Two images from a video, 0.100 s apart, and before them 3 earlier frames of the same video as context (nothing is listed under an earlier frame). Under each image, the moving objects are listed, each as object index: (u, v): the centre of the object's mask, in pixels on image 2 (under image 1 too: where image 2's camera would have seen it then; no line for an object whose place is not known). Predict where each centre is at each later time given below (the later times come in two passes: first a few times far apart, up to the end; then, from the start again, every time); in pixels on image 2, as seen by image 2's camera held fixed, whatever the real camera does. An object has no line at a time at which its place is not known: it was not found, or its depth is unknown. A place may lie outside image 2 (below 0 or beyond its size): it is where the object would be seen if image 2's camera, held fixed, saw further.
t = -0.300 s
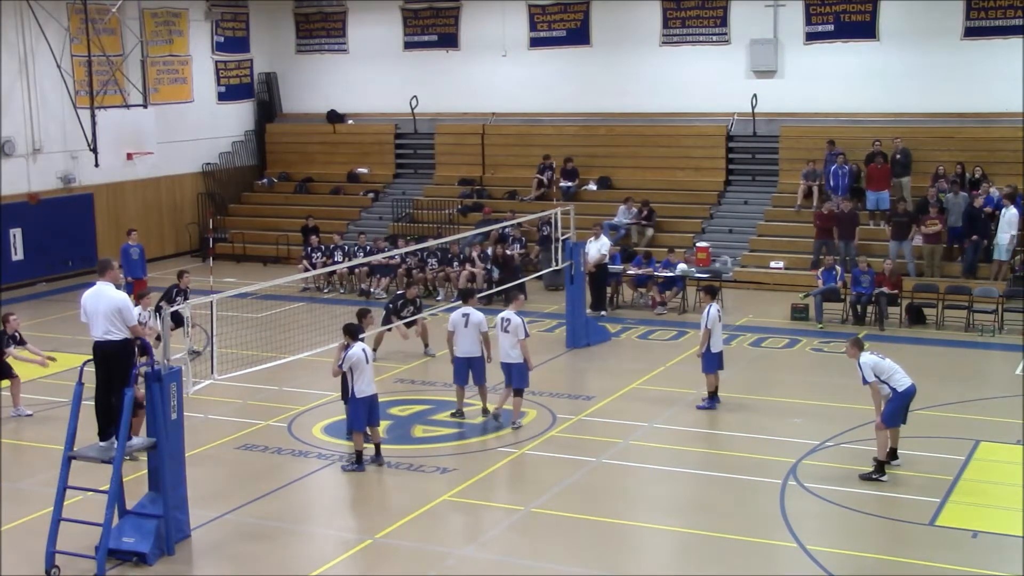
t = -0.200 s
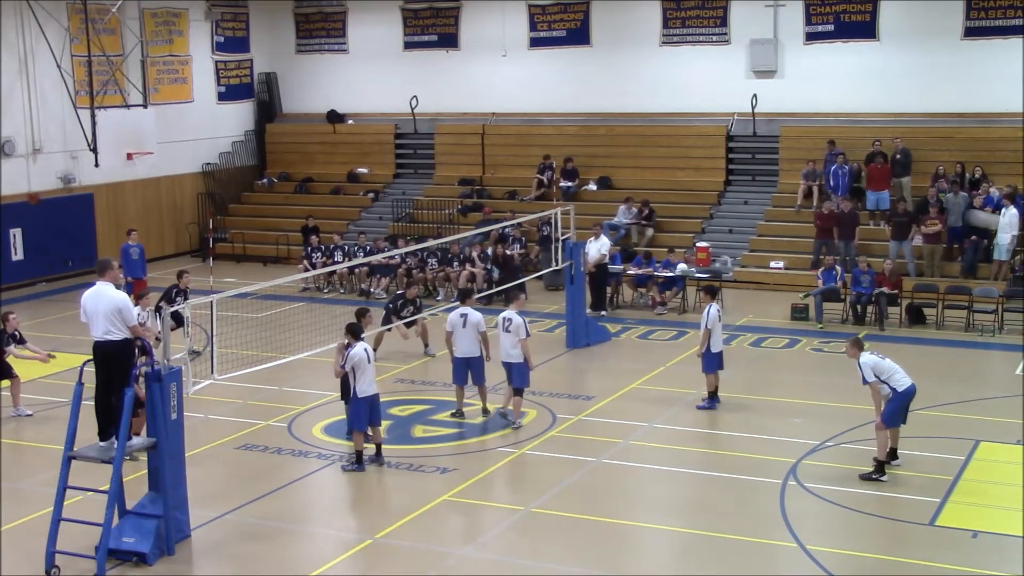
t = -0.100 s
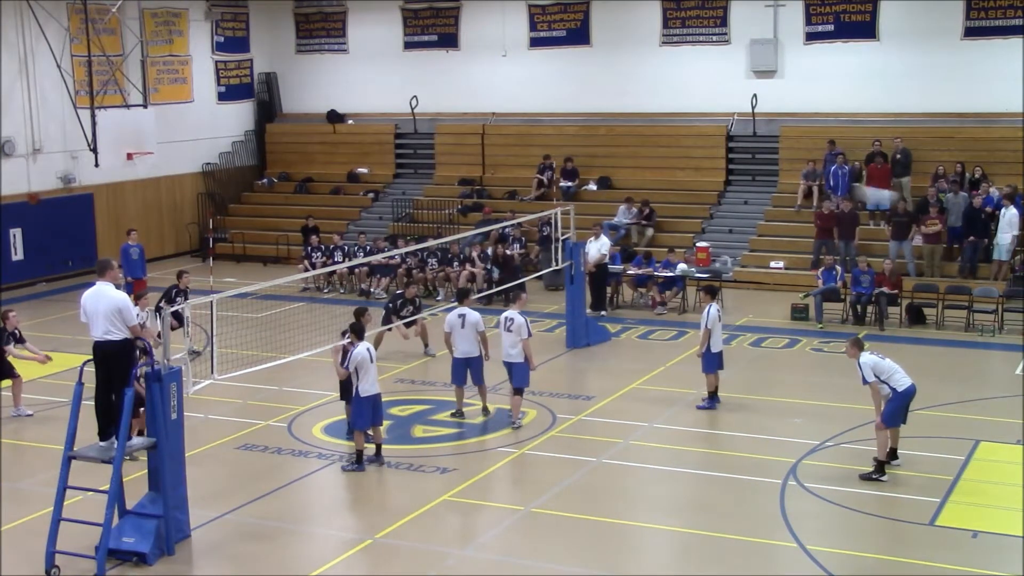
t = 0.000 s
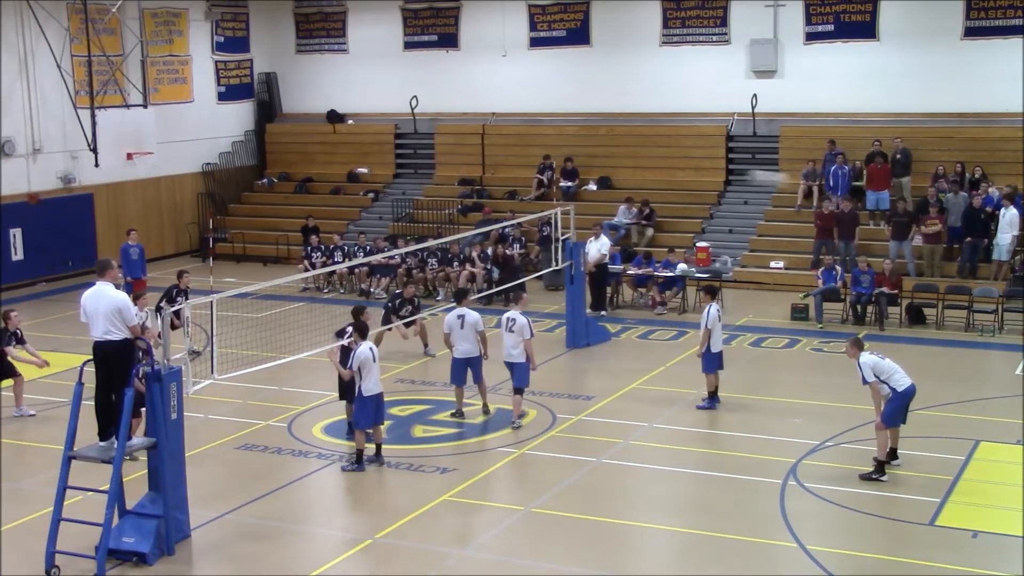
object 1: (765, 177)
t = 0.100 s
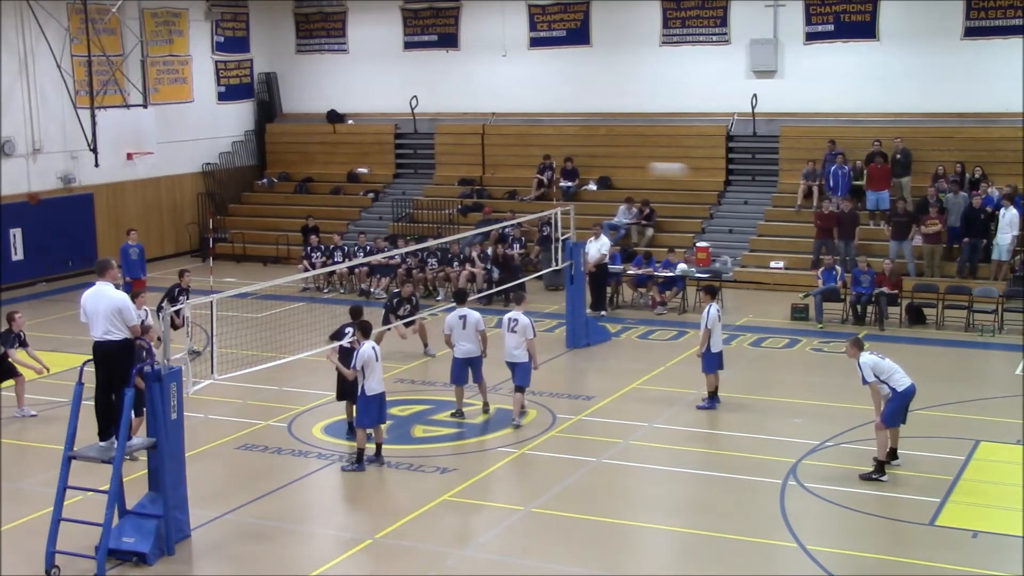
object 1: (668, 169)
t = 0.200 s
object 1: (573, 167)
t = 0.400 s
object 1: (404, 182)
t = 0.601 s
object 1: (255, 218)
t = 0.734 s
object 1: (171, 254)
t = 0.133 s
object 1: (635, 168)
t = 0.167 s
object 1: (604, 167)
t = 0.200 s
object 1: (573, 167)
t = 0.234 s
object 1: (542, 168)
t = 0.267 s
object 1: (513, 169)
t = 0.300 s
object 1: (486, 171)
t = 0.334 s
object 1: (456, 175)
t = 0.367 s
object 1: (431, 177)
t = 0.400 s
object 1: (404, 182)
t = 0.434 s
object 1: (377, 186)
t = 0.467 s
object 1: (353, 191)
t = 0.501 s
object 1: (328, 197)
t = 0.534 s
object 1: (303, 204)
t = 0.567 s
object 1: (280, 210)
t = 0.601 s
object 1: (255, 218)
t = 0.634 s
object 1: (234, 226)
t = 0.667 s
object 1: (213, 235)
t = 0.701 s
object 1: (192, 244)
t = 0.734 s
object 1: (171, 254)
